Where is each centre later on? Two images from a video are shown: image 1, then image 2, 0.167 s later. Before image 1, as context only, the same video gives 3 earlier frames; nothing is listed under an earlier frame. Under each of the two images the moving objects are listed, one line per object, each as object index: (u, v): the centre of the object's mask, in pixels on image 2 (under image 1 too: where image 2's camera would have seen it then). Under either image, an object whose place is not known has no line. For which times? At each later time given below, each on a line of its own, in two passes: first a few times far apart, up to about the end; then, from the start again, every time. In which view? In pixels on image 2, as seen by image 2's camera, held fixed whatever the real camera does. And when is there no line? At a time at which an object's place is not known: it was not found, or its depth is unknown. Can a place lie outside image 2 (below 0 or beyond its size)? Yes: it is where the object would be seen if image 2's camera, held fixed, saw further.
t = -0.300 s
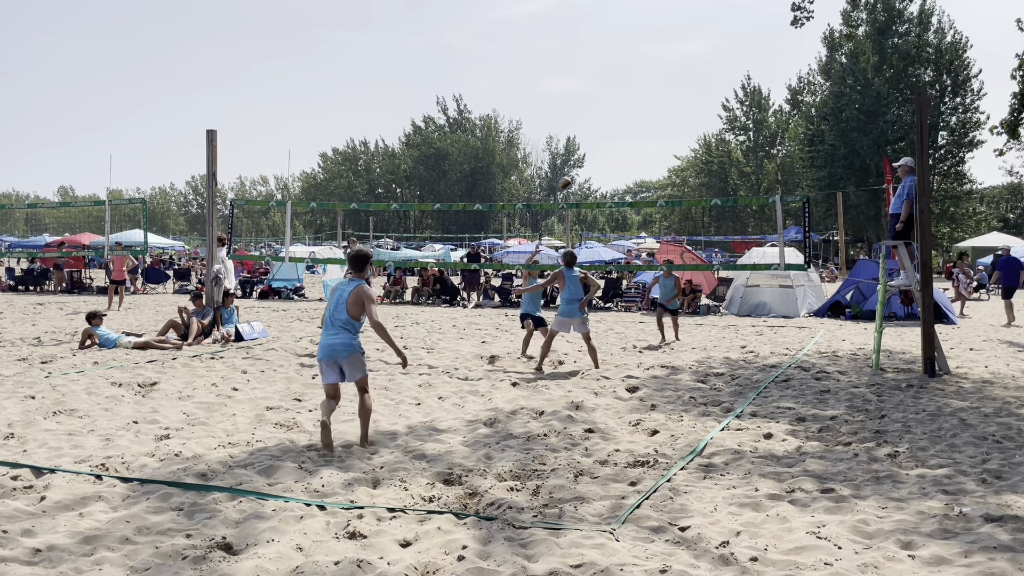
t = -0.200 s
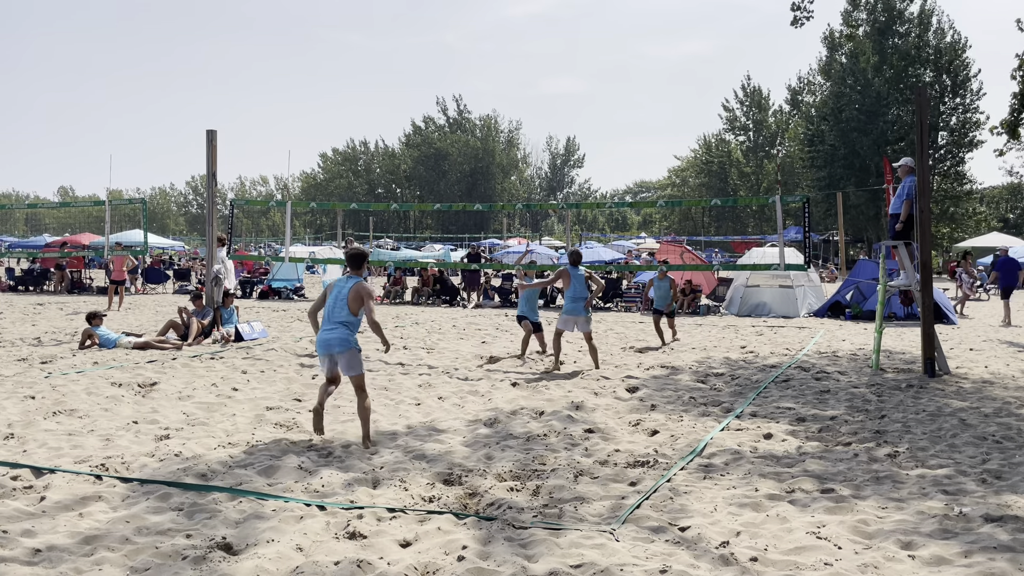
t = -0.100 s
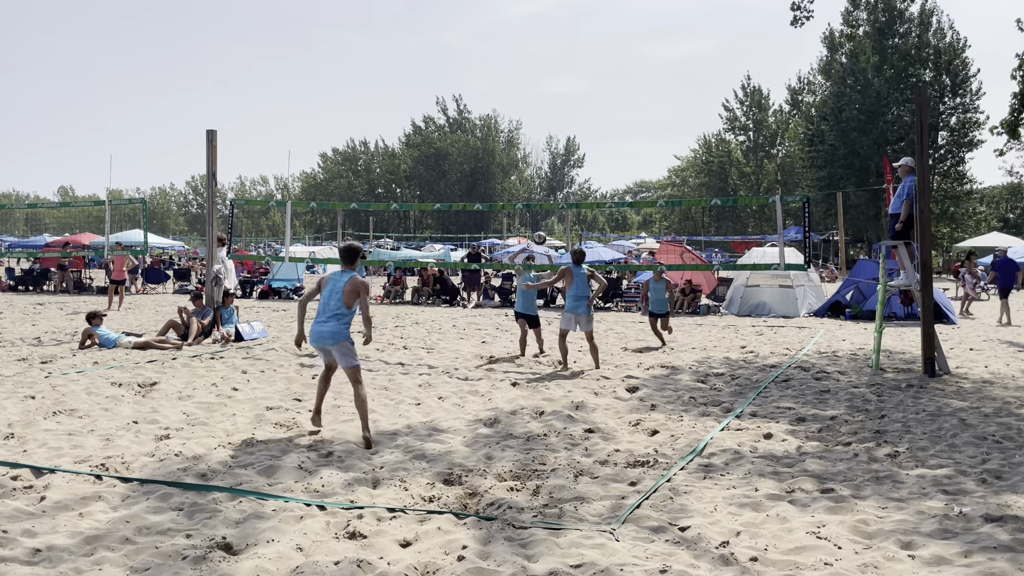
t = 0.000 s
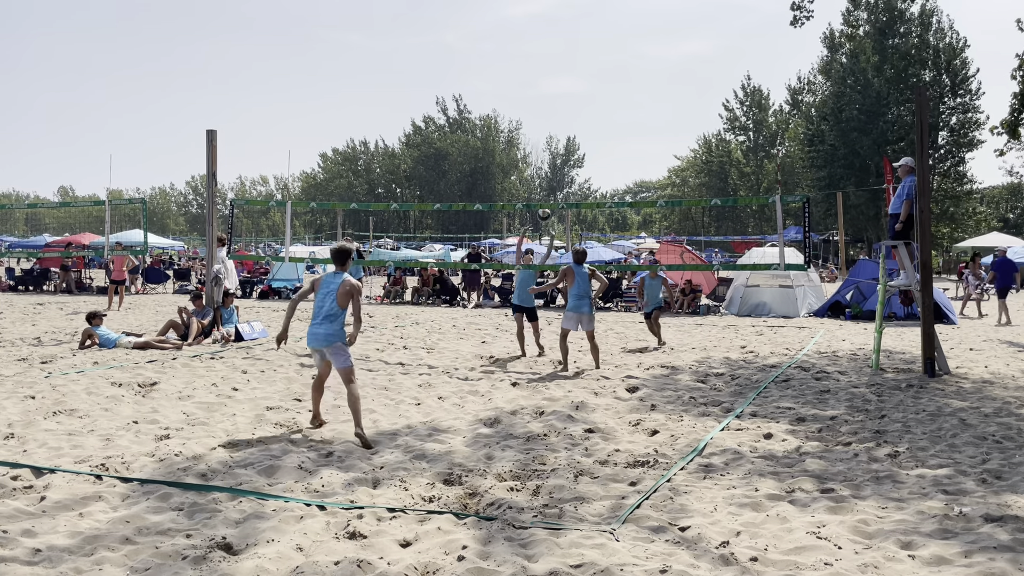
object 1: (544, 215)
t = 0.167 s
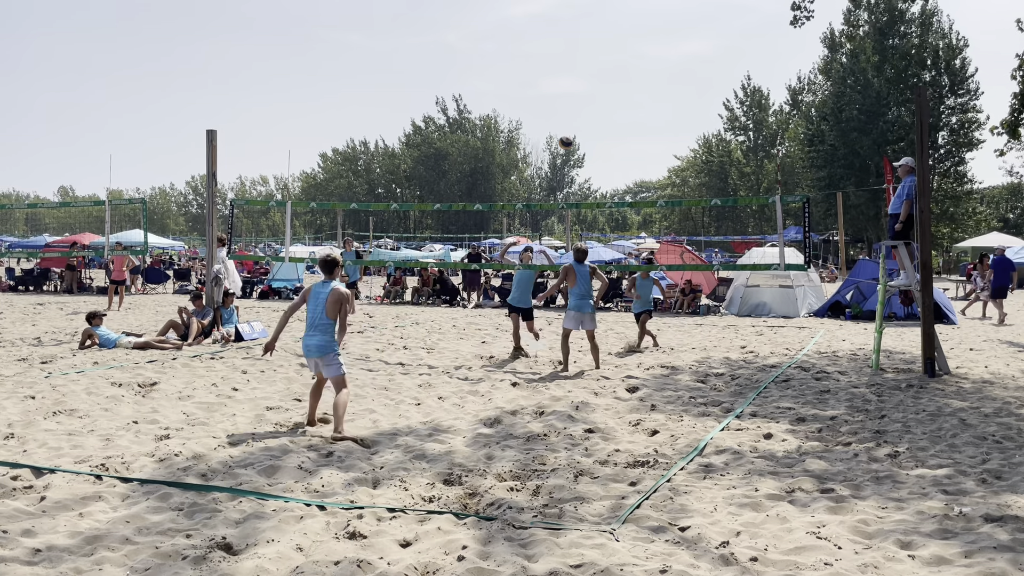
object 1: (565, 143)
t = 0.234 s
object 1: (574, 119)
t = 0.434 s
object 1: (599, 66)
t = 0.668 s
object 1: (627, 40)
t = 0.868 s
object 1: (651, 46)
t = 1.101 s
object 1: (677, 87)
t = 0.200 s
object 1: (570, 130)
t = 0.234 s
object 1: (574, 119)
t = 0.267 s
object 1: (578, 108)
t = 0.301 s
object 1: (582, 98)
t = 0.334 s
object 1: (586, 89)
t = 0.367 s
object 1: (591, 81)
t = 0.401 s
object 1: (595, 73)
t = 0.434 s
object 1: (599, 66)
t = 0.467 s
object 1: (603, 60)
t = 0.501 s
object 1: (607, 55)
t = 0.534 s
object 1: (611, 50)
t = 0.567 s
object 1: (615, 47)
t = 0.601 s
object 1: (619, 44)
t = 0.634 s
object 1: (624, 42)
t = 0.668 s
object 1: (627, 40)
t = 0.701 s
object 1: (632, 39)
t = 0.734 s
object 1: (635, 39)
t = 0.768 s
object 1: (639, 40)
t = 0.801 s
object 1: (643, 41)
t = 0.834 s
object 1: (647, 44)
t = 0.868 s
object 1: (651, 46)
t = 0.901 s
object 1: (655, 50)
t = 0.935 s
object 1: (658, 54)
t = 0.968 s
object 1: (662, 59)
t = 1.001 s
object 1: (666, 65)
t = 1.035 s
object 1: (669, 72)
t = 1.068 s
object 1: (673, 79)
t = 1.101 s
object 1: (677, 87)
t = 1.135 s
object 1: (680, 96)
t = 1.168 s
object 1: (683, 105)
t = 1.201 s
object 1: (687, 115)
